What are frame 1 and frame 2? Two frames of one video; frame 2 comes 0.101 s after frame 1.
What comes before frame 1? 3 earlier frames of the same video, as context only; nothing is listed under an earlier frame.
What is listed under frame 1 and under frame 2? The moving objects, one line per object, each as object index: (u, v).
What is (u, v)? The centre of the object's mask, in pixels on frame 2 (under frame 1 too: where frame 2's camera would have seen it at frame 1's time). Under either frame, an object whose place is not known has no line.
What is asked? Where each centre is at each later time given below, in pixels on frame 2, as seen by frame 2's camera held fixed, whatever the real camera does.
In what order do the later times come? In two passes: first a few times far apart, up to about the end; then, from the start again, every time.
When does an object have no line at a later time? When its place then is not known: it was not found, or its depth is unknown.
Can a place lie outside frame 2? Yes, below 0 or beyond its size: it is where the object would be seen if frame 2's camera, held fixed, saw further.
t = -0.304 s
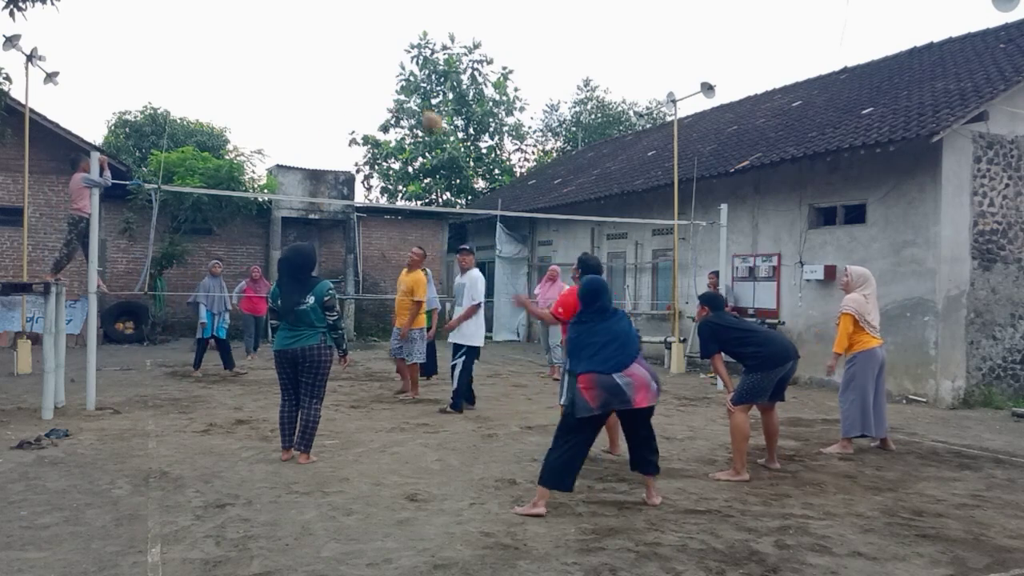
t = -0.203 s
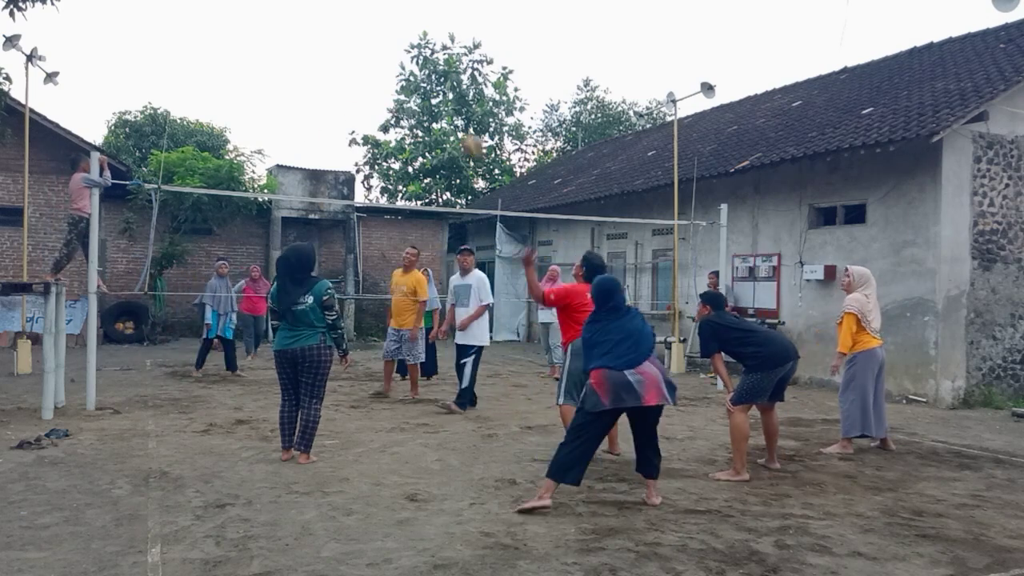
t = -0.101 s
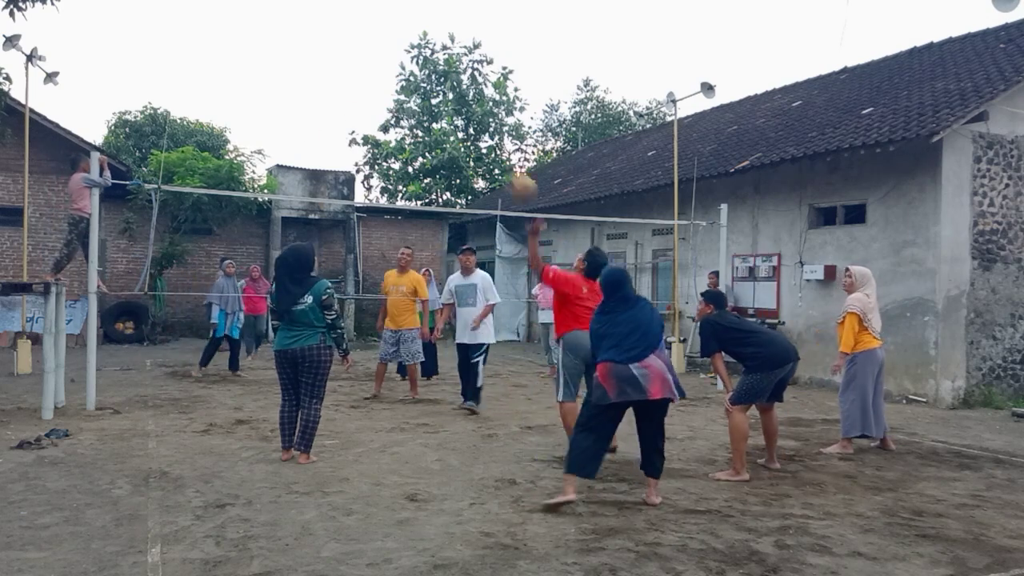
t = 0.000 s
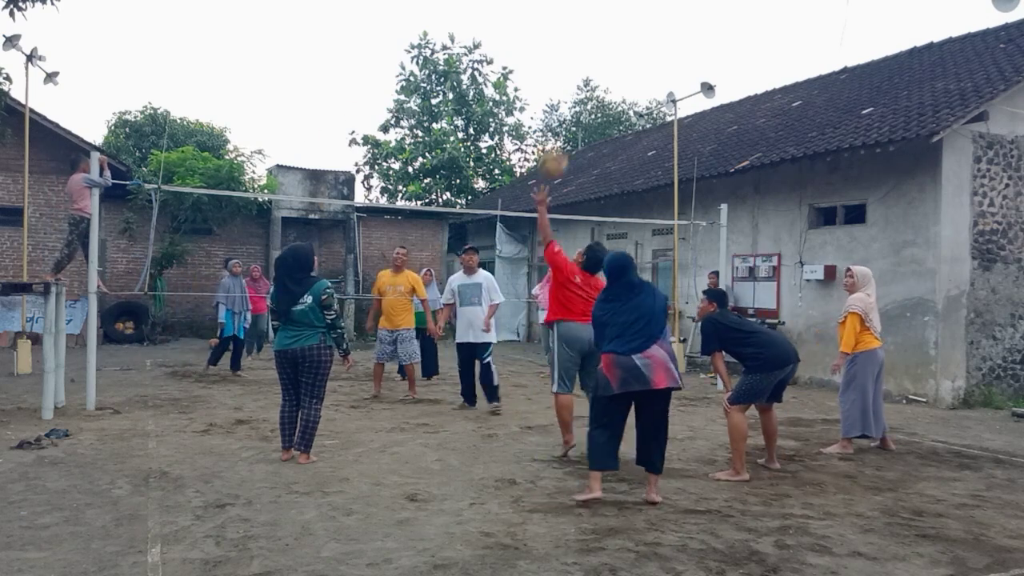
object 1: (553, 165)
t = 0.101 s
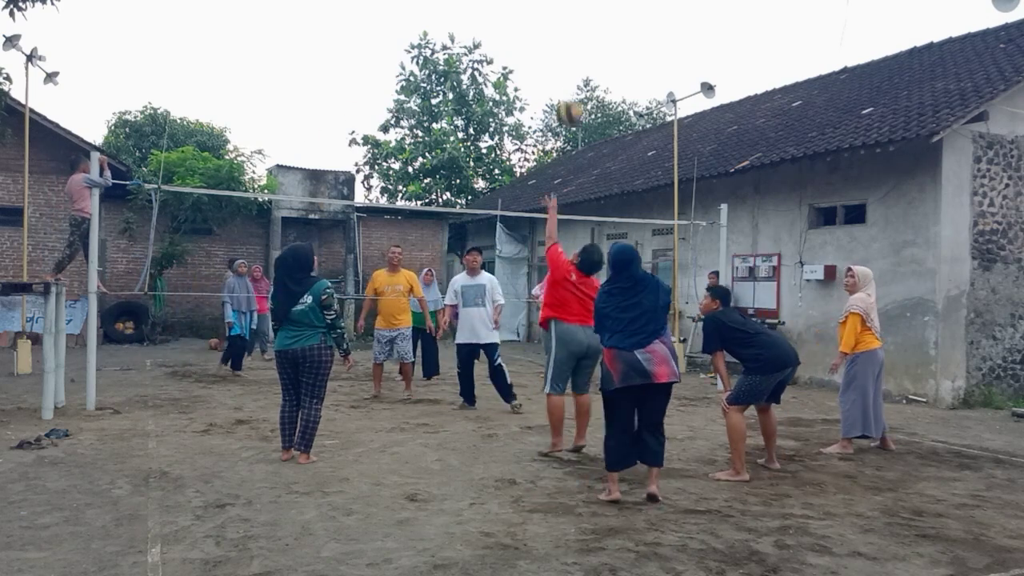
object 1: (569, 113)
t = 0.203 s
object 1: (582, 76)
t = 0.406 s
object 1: (610, 39)
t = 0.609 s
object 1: (632, 52)
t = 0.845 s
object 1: (654, 126)
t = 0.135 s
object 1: (574, 99)
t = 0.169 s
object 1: (578, 87)
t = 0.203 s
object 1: (582, 76)
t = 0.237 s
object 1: (586, 66)
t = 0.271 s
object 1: (591, 57)
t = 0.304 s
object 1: (596, 50)
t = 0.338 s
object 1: (601, 44)
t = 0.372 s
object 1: (605, 41)
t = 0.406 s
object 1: (610, 39)
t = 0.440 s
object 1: (614, 39)
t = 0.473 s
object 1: (617, 40)
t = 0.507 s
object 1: (620, 41)
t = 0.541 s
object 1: (624, 44)
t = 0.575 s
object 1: (628, 47)
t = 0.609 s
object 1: (632, 52)
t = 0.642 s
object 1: (636, 59)
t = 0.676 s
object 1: (640, 68)
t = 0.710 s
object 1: (643, 78)
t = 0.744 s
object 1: (646, 89)
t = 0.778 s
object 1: (649, 102)
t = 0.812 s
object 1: (652, 113)
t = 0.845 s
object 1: (654, 126)
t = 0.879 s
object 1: (660, 139)
